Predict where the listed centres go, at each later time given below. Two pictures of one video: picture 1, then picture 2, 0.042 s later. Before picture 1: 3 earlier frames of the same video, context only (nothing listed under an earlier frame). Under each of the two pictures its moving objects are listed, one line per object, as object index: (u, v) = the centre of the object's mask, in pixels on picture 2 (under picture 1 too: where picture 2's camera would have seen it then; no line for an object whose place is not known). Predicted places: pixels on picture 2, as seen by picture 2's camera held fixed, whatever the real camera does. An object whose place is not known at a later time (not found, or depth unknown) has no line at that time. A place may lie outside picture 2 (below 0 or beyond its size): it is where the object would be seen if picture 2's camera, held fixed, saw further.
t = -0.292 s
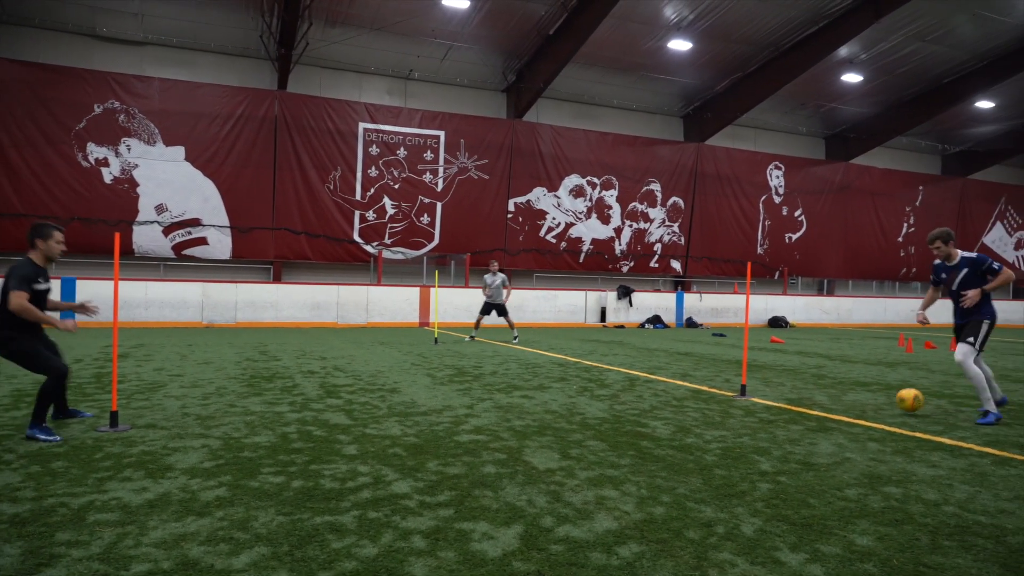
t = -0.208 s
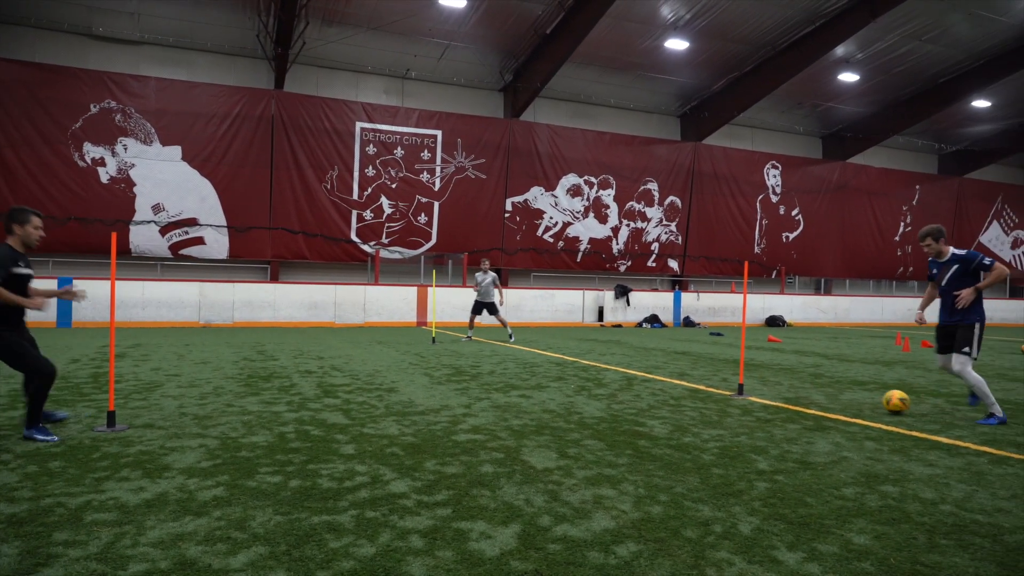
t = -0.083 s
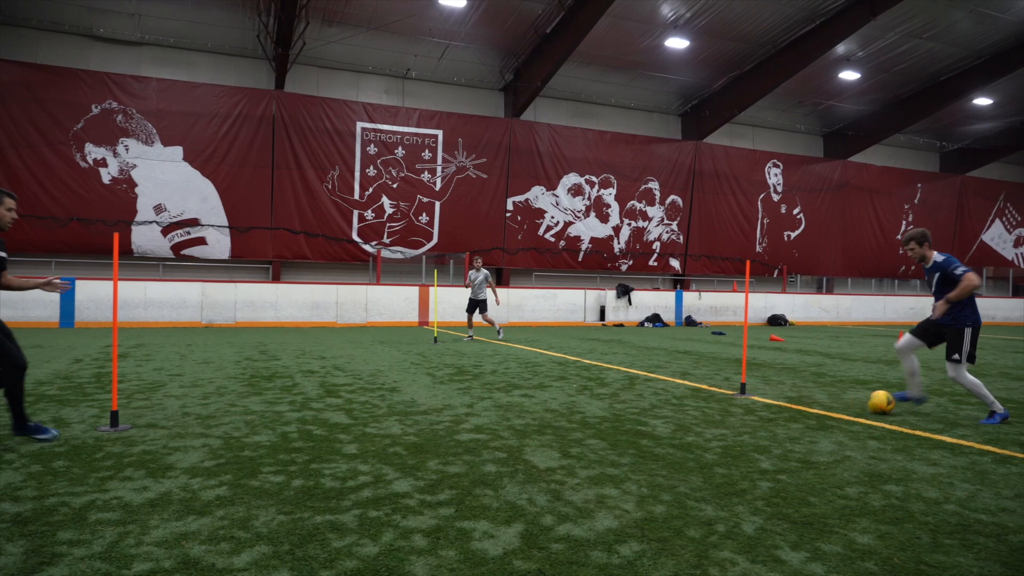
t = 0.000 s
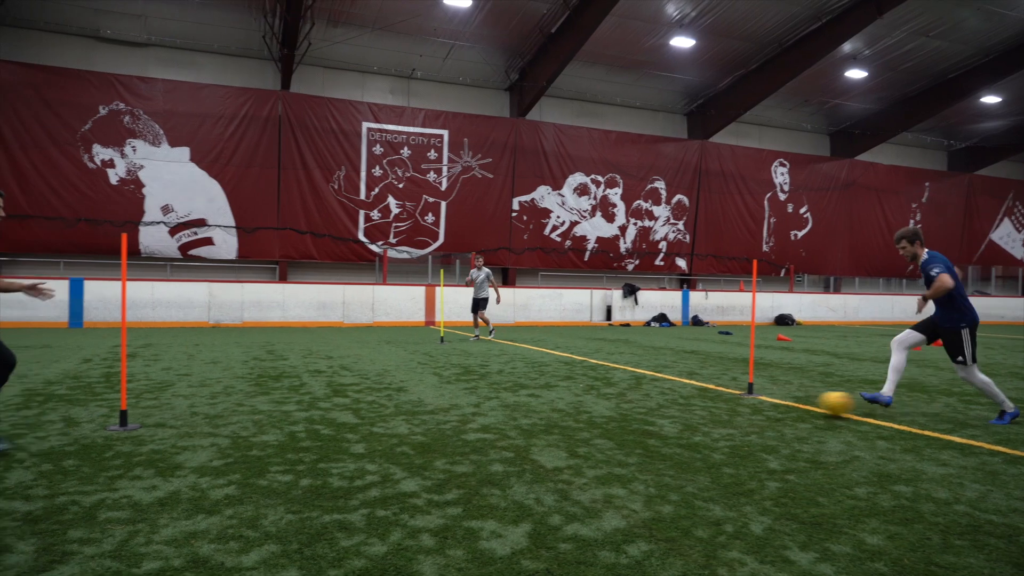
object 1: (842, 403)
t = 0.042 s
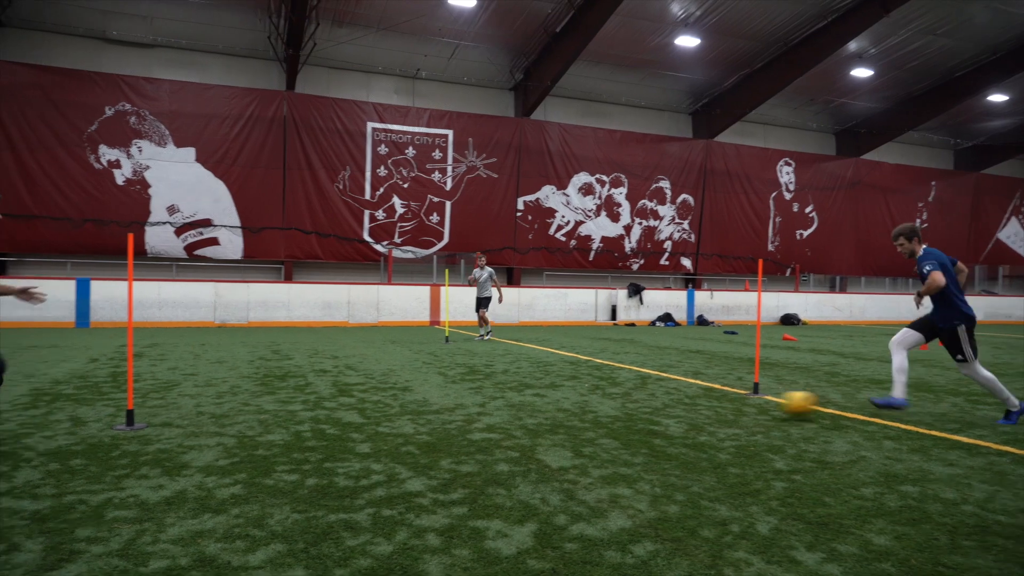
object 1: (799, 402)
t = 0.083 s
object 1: (751, 406)
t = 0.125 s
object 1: (701, 412)
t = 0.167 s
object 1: (650, 417)
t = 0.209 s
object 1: (601, 414)
